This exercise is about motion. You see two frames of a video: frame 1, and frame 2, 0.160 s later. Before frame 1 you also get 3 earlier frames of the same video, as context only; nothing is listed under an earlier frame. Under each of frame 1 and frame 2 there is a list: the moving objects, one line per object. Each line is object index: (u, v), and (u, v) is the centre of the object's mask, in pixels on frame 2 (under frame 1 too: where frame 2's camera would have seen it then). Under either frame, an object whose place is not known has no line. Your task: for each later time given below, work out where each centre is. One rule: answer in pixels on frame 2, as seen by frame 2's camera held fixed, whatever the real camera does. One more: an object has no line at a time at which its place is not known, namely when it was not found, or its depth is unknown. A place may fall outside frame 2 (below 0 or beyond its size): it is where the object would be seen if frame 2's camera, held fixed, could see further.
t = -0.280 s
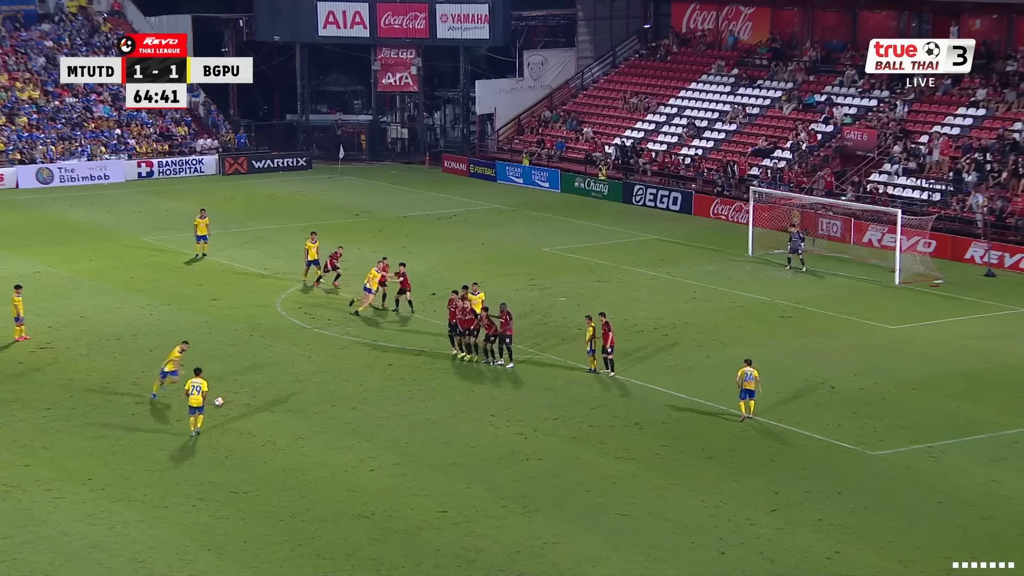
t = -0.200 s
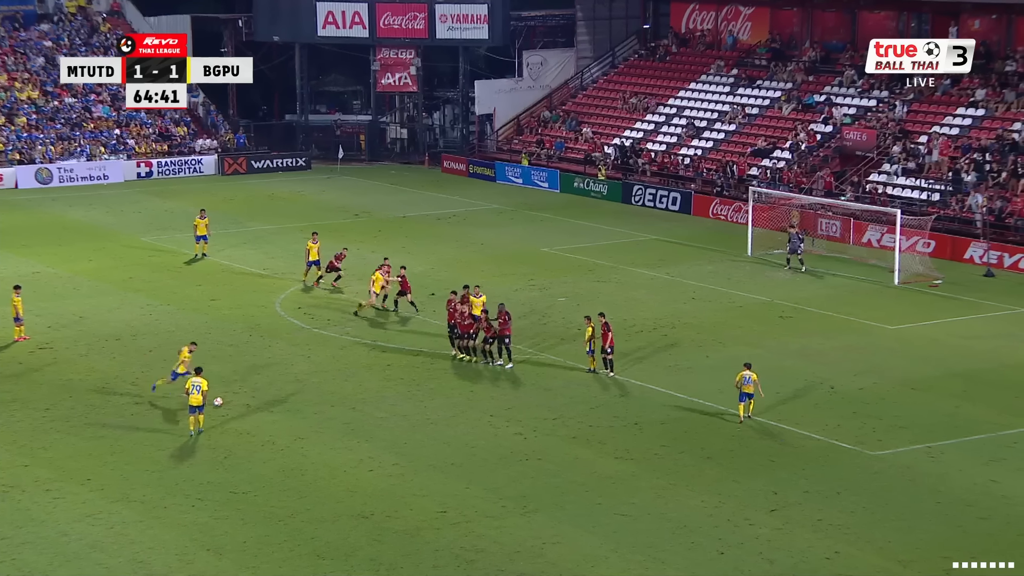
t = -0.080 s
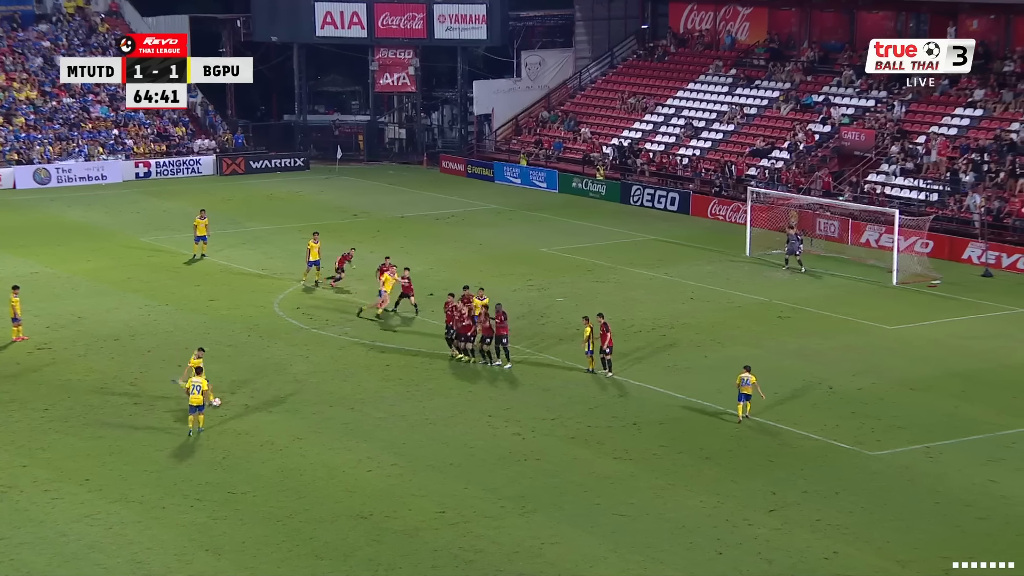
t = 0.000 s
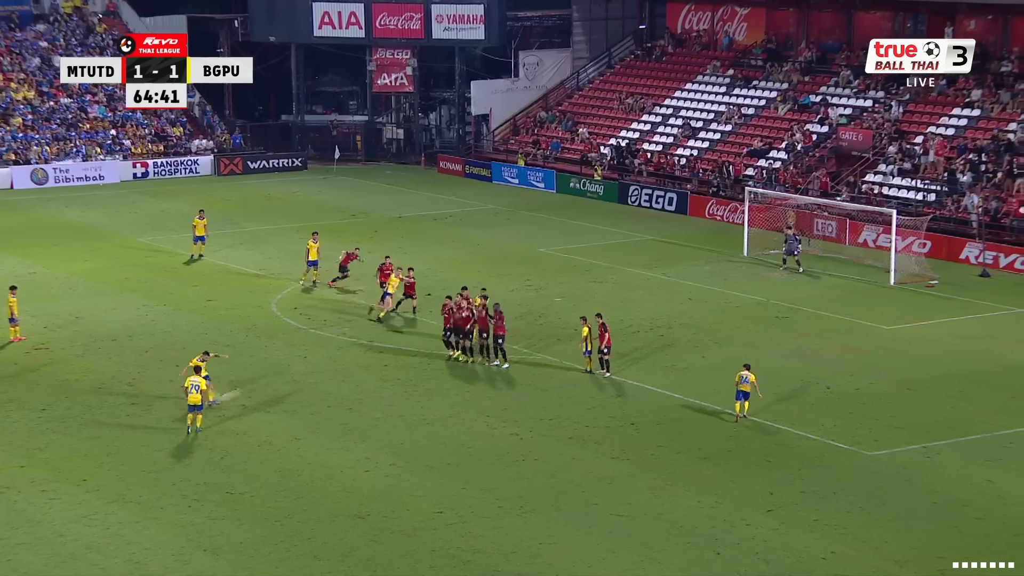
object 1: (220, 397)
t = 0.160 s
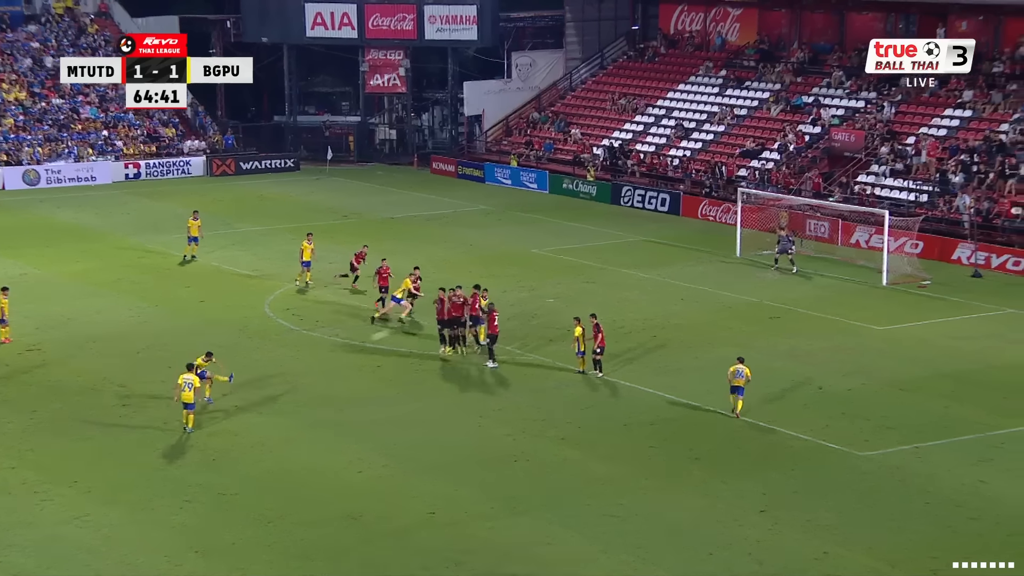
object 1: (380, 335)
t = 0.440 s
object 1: (591, 273)
